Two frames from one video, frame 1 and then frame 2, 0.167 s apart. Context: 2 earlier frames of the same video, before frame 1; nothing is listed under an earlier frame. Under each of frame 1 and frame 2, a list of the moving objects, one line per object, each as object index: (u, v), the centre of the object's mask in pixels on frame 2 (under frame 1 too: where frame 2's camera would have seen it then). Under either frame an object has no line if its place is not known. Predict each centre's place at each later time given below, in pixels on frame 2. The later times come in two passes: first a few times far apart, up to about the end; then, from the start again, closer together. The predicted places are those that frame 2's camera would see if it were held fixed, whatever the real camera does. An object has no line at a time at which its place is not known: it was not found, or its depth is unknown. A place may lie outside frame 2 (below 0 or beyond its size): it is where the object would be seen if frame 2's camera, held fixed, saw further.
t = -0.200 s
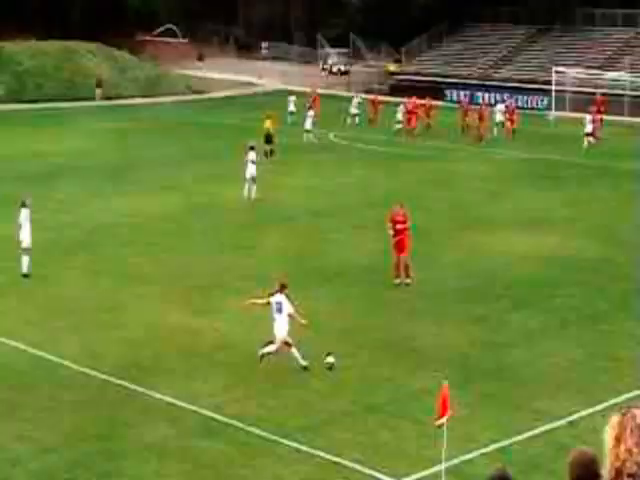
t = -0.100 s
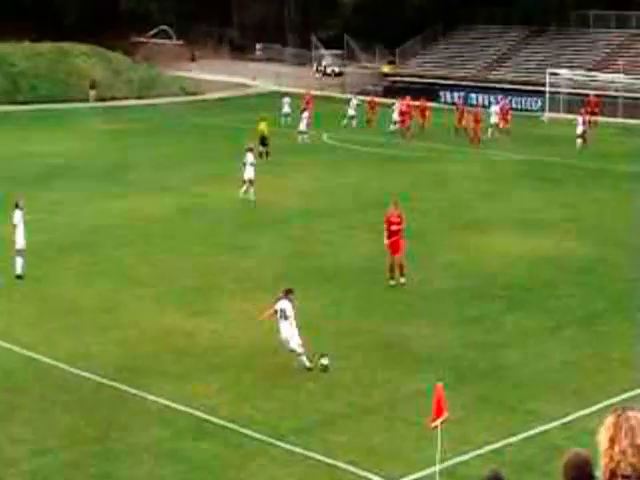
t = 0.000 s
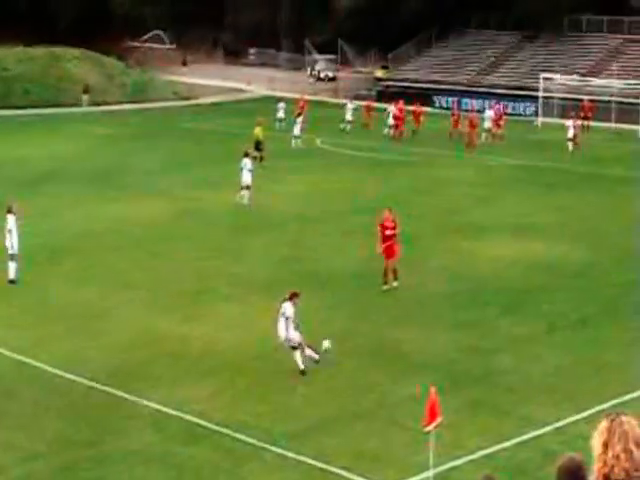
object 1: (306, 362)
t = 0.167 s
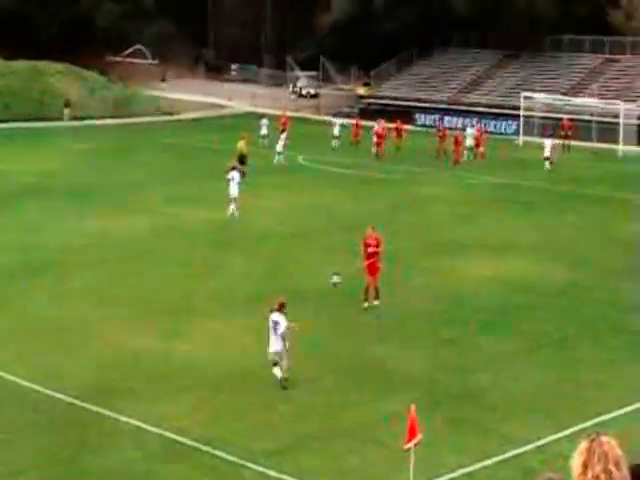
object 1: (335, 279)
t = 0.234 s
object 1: (342, 256)
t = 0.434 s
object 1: (352, 209)
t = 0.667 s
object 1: (351, 181)
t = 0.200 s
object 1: (339, 267)
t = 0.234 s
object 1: (342, 256)
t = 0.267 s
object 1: (345, 246)
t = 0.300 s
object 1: (347, 237)
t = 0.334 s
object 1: (349, 228)
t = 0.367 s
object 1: (351, 221)
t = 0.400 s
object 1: (351, 216)
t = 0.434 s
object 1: (352, 209)
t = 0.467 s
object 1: (353, 204)
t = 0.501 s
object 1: (354, 197)
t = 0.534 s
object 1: (353, 194)
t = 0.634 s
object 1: (352, 184)
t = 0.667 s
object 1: (351, 181)
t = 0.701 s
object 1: (350, 180)
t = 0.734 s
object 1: (349, 178)
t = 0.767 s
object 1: (348, 177)
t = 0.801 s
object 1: (347, 176)
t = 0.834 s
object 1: (346, 176)
